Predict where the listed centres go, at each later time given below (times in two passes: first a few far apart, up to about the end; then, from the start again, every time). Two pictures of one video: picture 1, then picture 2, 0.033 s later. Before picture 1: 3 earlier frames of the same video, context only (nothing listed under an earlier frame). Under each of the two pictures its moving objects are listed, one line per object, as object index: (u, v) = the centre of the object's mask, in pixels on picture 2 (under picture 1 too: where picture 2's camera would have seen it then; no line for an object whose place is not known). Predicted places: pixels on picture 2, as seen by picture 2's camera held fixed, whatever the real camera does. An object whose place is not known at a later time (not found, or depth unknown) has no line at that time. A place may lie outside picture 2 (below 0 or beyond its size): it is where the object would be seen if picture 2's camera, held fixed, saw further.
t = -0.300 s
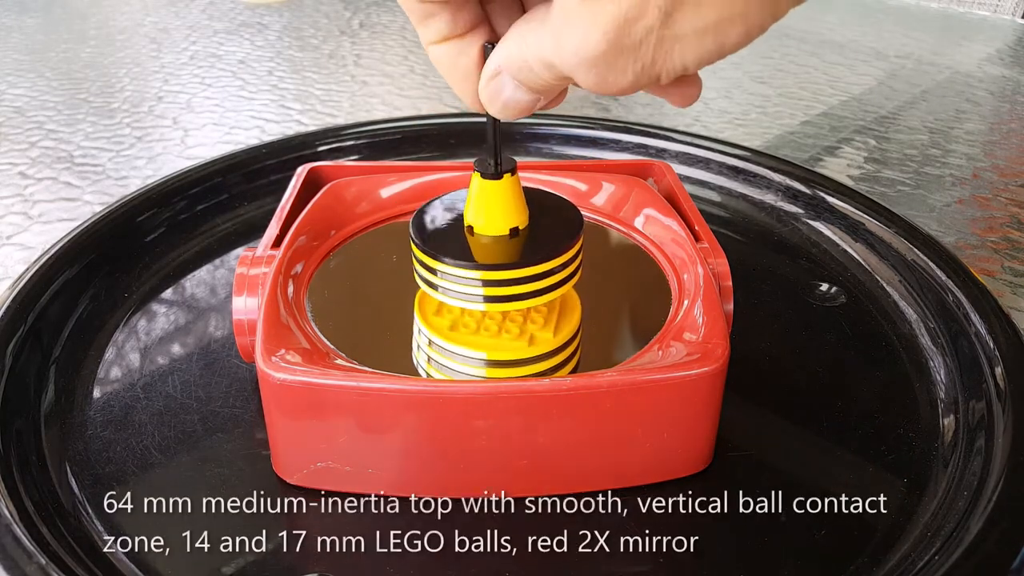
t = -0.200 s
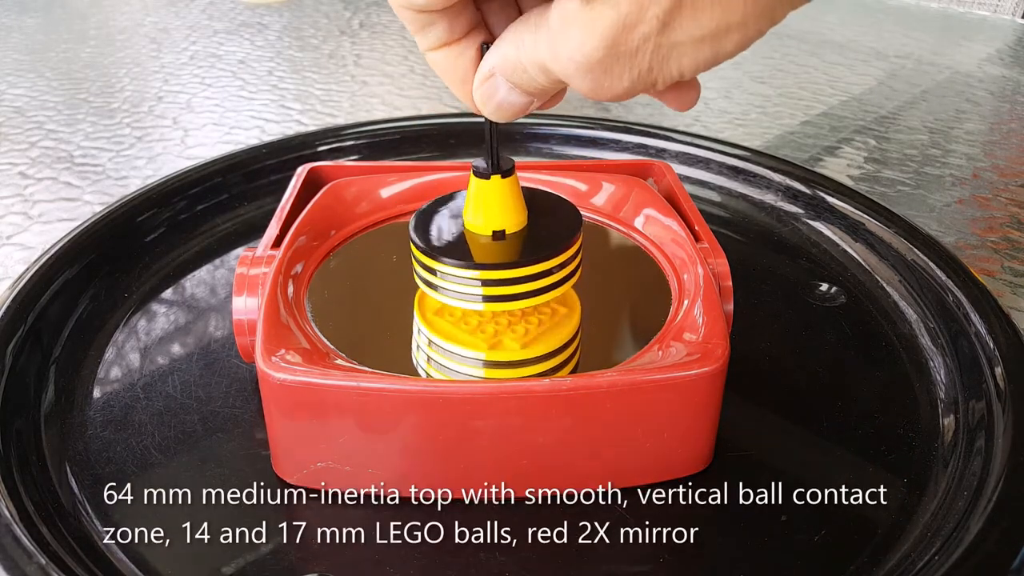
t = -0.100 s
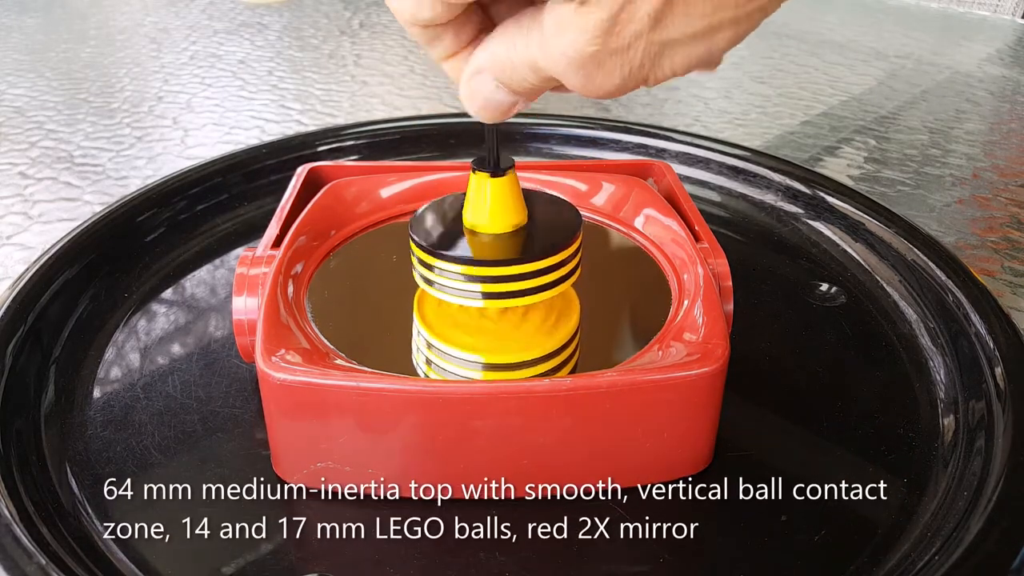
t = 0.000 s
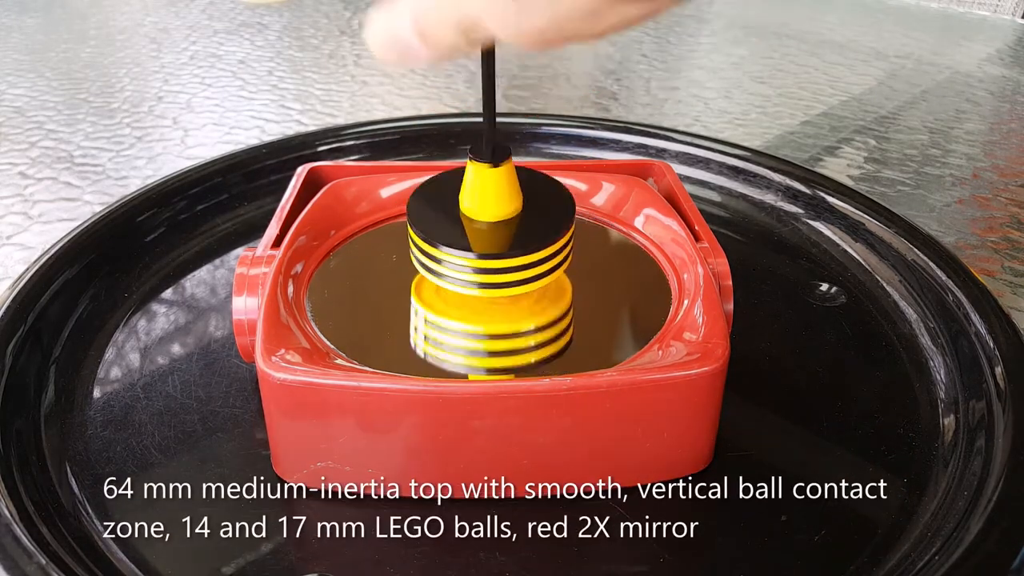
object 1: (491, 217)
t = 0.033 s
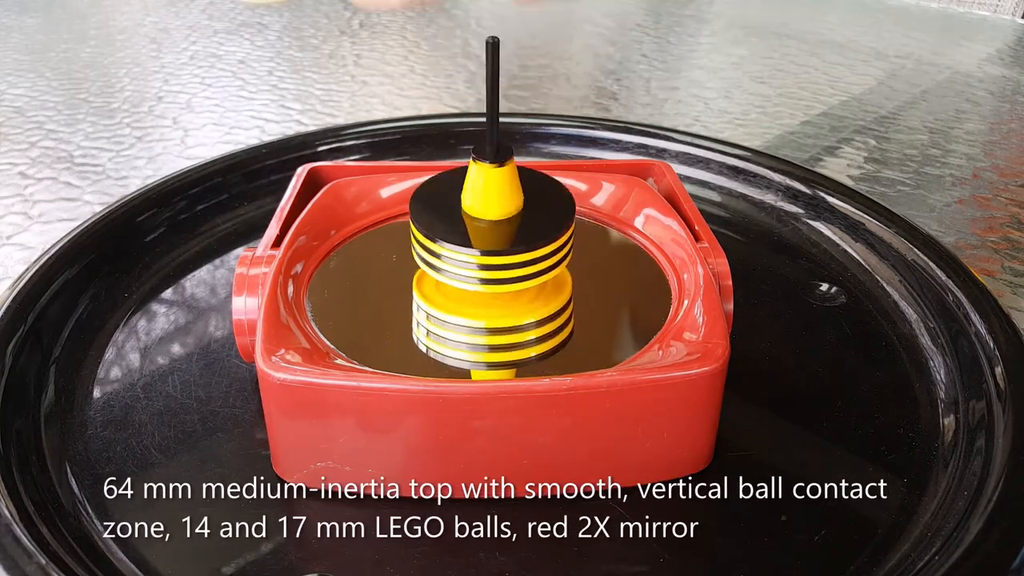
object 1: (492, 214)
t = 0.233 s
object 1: (504, 211)
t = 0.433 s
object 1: (513, 212)
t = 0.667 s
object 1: (517, 215)
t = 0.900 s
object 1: (512, 220)
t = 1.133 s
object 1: (497, 224)
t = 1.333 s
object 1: (480, 224)
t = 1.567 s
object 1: (464, 220)
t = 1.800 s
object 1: (455, 215)
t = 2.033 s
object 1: (455, 210)
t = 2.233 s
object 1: (460, 207)
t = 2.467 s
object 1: (468, 206)
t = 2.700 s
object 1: (475, 209)
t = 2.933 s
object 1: (475, 213)
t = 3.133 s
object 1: (470, 217)
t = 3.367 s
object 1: (458, 221)
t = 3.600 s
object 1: (446, 222)
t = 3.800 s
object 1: (437, 220)
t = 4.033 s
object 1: (433, 218)
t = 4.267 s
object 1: (435, 215)
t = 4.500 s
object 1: (441, 214)
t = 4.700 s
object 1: (448, 215)
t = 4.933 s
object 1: (453, 218)
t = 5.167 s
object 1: (453, 222)
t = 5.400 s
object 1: (448, 225)
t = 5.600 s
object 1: (442, 227)
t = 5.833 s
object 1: (438, 227)
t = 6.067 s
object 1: (437, 226)
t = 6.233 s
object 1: (440, 225)
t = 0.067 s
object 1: (494, 212)
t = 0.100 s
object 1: (497, 212)
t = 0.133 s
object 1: (499, 210)
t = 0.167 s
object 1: (500, 211)
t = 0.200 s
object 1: (502, 211)
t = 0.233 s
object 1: (504, 211)
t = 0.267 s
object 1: (506, 210)
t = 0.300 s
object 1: (508, 211)
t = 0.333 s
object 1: (509, 211)
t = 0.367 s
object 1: (511, 211)
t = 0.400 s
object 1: (512, 211)
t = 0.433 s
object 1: (513, 212)
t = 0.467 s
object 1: (514, 212)
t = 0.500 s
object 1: (515, 212)
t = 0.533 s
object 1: (516, 213)
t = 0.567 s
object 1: (517, 213)
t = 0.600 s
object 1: (517, 214)
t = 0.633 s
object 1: (517, 215)
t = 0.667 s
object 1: (517, 215)
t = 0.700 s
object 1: (517, 216)
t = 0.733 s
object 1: (517, 217)
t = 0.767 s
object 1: (516, 218)
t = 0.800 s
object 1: (515, 218)
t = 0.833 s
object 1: (514, 219)
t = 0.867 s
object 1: (513, 220)
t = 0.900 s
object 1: (512, 220)
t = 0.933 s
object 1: (510, 221)
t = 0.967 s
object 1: (508, 221)
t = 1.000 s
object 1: (506, 222)
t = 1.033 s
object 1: (504, 223)
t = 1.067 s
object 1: (501, 223)
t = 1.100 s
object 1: (499, 223)
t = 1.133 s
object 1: (497, 224)
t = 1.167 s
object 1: (494, 224)
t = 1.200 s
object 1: (491, 224)
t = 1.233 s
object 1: (489, 224)
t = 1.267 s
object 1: (486, 224)
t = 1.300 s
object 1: (483, 224)
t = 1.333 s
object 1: (480, 224)
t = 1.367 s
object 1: (478, 224)
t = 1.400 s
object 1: (475, 223)
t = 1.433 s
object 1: (472, 222)
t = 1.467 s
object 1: (470, 222)
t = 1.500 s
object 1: (468, 221)
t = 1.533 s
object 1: (466, 221)
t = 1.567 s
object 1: (464, 220)
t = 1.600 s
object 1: (462, 220)
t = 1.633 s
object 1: (460, 219)
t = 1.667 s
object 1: (459, 218)
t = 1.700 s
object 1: (458, 218)
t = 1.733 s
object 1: (457, 217)
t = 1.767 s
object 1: (456, 216)
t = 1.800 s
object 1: (455, 215)
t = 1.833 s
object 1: (455, 214)
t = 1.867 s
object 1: (455, 213)
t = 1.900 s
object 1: (454, 213)
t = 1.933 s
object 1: (454, 212)
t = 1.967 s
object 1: (454, 211)
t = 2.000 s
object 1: (455, 211)
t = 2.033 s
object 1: (455, 210)
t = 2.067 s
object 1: (456, 209)
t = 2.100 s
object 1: (456, 209)
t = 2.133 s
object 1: (457, 208)
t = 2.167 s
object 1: (458, 208)
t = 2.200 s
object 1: (459, 207)
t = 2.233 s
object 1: (460, 207)
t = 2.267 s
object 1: (461, 207)
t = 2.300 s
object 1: (462, 206)
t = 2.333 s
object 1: (463, 206)
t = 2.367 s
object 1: (464, 206)
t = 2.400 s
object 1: (465, 206)
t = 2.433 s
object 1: (467, 206)
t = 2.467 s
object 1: (468, 206)
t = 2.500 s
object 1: (469, 206)
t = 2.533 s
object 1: (470, 206)
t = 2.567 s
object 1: (471, 207)
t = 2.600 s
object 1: (472, 207)
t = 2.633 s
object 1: (473, 207)
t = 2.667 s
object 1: (474, 208)
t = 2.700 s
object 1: (475, 209)
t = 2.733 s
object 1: (475, 209)
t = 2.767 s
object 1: (475, 210)
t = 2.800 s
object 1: (476, 210)
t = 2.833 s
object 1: (476, 211)
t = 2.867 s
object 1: (476, 211)
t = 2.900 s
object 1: (476, 212)
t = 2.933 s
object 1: (475, 213)
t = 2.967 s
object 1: (475, 213)
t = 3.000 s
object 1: (474, 214)
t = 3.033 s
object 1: (473, 215)
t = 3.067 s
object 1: (472, 216)
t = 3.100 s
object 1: (471, 216)
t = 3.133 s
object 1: (470, 217)
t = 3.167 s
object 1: (469, 218)
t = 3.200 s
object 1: (467, 218)
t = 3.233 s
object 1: (466, 219)
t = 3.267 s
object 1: (464, 219)
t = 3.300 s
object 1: (462, 220)
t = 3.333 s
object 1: (460, 220)
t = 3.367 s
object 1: (458, 221)
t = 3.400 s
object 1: (456, 221)
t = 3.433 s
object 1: (455, 221)
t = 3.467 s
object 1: (453, 222)
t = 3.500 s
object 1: (451, 221)
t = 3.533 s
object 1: (449, 221)
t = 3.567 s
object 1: (447, 222)
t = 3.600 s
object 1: (446, 222)
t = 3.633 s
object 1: (444, 222)
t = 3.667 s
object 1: (442, 221)
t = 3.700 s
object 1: (441, 221)
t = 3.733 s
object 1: (440, 221)
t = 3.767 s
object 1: (438, 220)
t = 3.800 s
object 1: (437, 220)
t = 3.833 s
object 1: (436, 220)
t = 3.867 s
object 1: (436, 220)
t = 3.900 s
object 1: (435, 219)
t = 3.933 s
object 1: (434, 219)
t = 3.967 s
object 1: (434, 218)
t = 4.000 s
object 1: (433, 218)
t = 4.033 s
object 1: (433, 218)
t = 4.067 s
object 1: (433, 217)
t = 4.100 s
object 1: (433, 217)
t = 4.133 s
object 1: (433, 216)
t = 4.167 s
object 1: (434, 216)
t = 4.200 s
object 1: (434, 216)
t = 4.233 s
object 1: (434, 215)
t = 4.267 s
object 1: (435, 215)
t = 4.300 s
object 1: (436, 215)
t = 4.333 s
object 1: (437, 215)
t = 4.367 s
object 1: (437, 215)
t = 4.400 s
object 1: (438, 215)
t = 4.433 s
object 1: (439, 214)
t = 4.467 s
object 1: (440, 215)
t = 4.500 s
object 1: (441, 214)
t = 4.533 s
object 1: (443, 214)
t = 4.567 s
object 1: (444, 214)
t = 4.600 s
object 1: (445, 214)
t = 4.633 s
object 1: (446, 215)
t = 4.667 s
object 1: (447, 215)
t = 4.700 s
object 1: (448, 215)
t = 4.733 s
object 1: (449, 215)
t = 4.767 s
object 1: (450, 215)
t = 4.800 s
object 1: (451, 216)
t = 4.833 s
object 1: (452, 216)
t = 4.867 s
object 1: (452, 217)
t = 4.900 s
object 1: (453, 217)
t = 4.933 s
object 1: (453, 218)
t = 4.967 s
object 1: (454, 218)
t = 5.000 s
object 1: (454, 219)
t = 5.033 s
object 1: (454, 220)
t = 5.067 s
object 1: (454, 220)
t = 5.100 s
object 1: (454, 221)
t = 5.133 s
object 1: (454, 222)
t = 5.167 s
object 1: (453, 222)
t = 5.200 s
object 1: (453, 222)
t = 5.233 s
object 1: (452, 223)
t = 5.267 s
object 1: (452, 223)
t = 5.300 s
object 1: (451, 224)
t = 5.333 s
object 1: (450, 225)
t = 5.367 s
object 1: (449, 225)
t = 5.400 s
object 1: (448, 225)
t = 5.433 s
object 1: (447, 226)
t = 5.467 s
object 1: (446, 226)
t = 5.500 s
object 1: (445, 226)
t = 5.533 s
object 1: (444, 227)
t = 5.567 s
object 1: (444, 227)
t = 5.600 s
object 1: (442, 227)
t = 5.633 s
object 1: (442, 227)
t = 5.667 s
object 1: (441, 227)
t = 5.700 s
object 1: (440, 227)
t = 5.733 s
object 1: (440, 227)
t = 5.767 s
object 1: (439, 227)
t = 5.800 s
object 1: (439, 227)
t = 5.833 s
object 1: (438, 227)
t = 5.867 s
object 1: (438, 226)
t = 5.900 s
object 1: (437, 227)
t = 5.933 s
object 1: (437, 227)
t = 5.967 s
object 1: (437, 226)
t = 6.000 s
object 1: (437, 226)
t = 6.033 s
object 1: (437, 226)
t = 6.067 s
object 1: (437, 226)
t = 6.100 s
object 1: (438, 226)
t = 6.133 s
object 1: (438, 226)
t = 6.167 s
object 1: (438, 225)
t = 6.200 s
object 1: (439, 225)
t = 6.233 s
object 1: (440, 225)
